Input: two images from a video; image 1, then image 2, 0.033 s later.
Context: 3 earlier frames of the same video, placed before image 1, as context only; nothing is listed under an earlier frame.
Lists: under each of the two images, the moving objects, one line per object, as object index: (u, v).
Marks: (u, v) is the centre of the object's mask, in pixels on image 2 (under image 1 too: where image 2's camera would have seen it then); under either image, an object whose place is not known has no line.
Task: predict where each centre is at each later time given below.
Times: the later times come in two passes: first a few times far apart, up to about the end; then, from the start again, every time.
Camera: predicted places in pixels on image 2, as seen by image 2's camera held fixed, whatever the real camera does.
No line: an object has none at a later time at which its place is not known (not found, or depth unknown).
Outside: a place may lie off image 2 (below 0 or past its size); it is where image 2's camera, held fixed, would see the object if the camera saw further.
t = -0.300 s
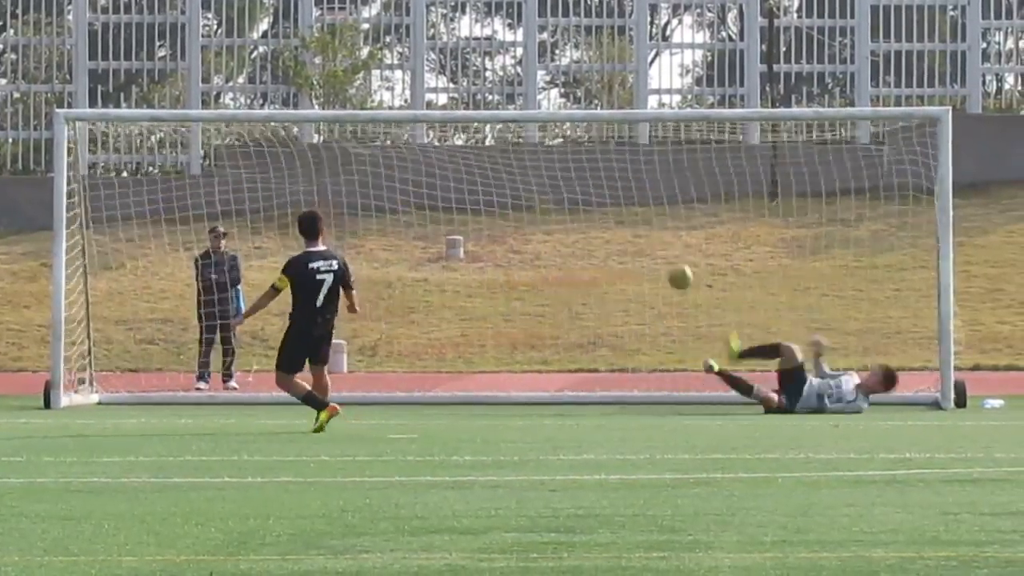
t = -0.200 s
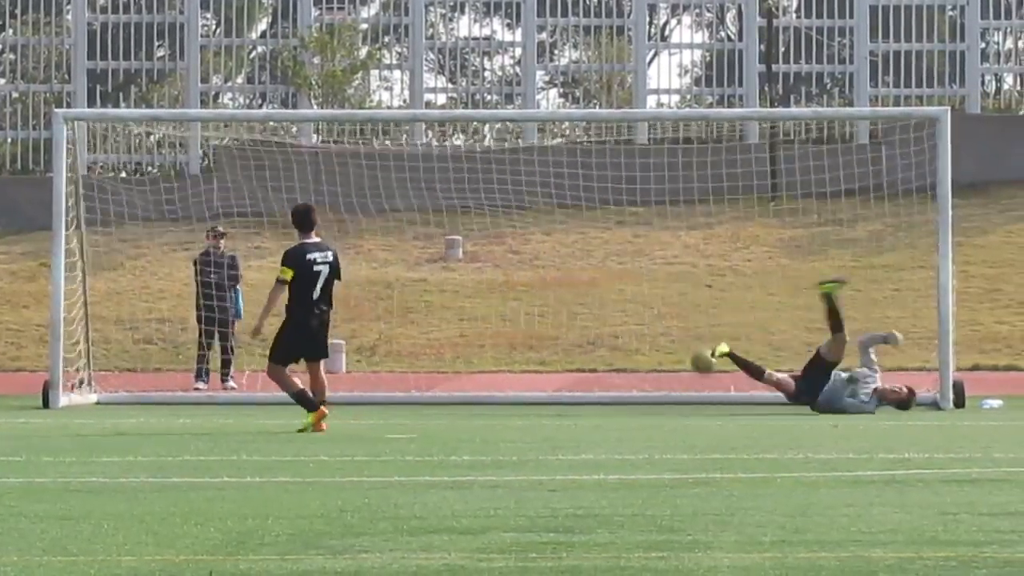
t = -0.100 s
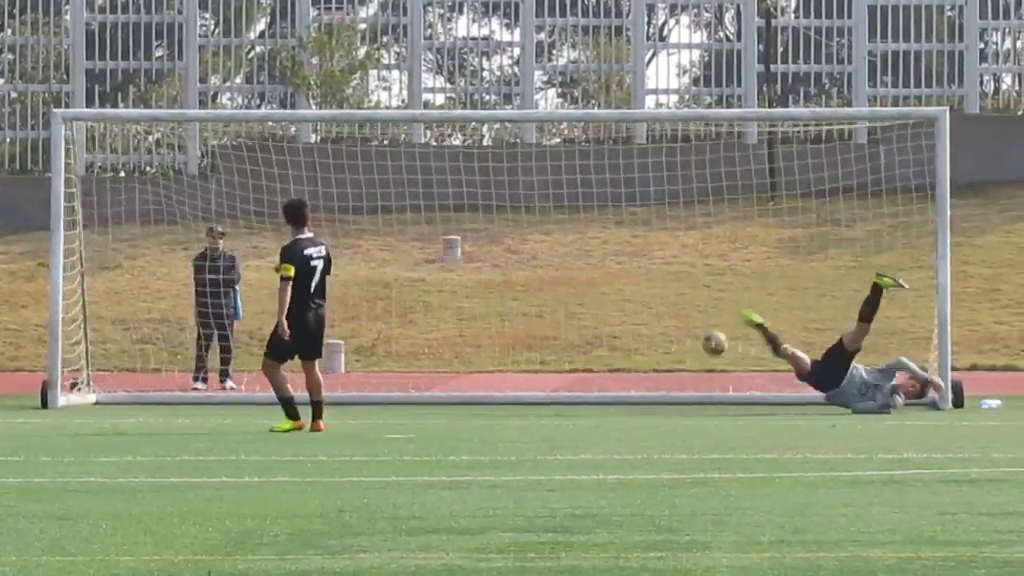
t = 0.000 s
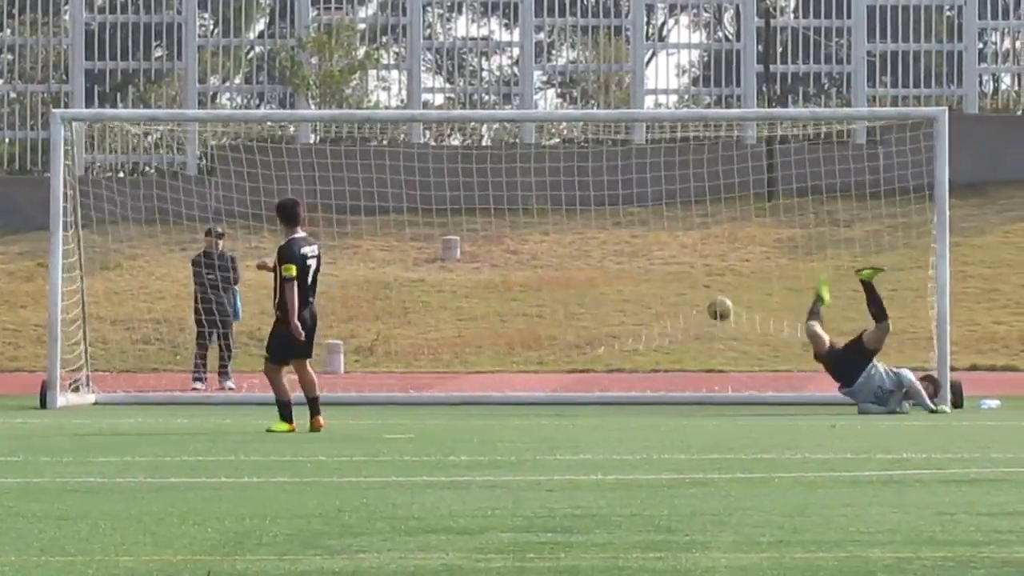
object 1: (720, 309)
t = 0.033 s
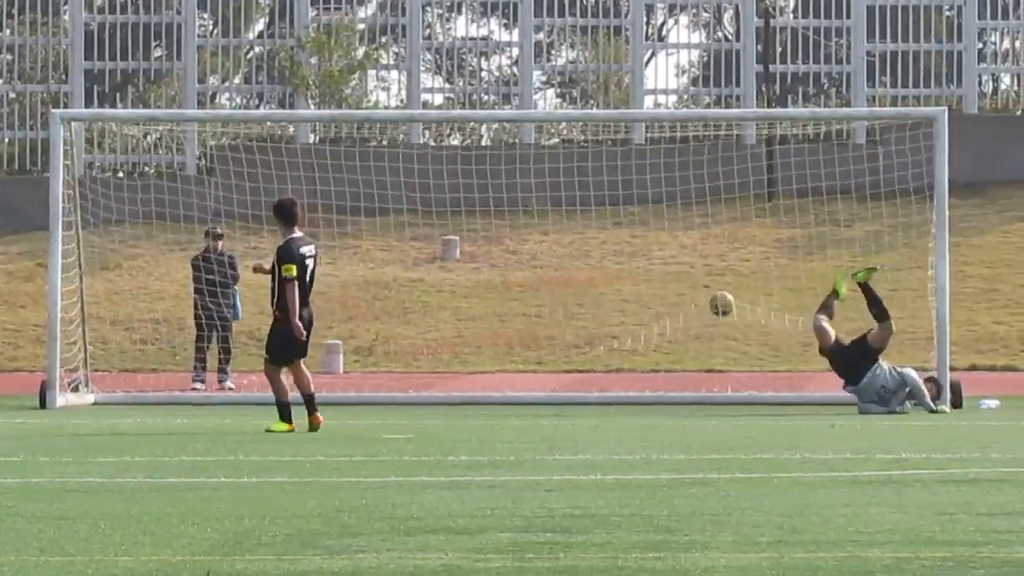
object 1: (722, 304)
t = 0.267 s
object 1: (728, 325)
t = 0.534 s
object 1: (734, 379)
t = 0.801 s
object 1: (747, 346)
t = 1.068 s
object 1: (761, 396)
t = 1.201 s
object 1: (768, 377)
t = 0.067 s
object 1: (723, 301)
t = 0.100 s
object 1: (725, 300)
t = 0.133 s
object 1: (726, 302)
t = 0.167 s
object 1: (726, 306)
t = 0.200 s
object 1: (727, 311)
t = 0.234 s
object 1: (727, 317)
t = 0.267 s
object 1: (728, 325)
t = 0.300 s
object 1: (728, 334)
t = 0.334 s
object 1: (729, 344)
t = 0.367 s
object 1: (730, 356)
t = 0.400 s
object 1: (730, 368)
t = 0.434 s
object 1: (731, 382)
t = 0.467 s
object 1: (731, 397)
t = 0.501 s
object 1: (733, 389)
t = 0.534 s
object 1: (734, 379)
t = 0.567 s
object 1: (735, 370)
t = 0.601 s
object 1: (737, 363)
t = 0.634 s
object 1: (739, 357)
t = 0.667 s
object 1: (740, 352)
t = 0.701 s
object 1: (742, 349)
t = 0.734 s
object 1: (743, 346)
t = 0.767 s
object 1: (745, 346)
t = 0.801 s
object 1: (747, 346)
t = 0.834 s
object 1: (748, 347)
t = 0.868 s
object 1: (750, 351)
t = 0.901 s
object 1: (752, 355)
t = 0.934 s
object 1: (754, 360)
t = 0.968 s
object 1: (756, 367)
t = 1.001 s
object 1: (757, 376)
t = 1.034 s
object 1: (759, 385)
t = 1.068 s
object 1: (761, 396)
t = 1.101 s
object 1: (762, 393)
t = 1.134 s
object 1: (764, 387)
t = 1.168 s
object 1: (766, 382)
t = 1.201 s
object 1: (768, 377)
